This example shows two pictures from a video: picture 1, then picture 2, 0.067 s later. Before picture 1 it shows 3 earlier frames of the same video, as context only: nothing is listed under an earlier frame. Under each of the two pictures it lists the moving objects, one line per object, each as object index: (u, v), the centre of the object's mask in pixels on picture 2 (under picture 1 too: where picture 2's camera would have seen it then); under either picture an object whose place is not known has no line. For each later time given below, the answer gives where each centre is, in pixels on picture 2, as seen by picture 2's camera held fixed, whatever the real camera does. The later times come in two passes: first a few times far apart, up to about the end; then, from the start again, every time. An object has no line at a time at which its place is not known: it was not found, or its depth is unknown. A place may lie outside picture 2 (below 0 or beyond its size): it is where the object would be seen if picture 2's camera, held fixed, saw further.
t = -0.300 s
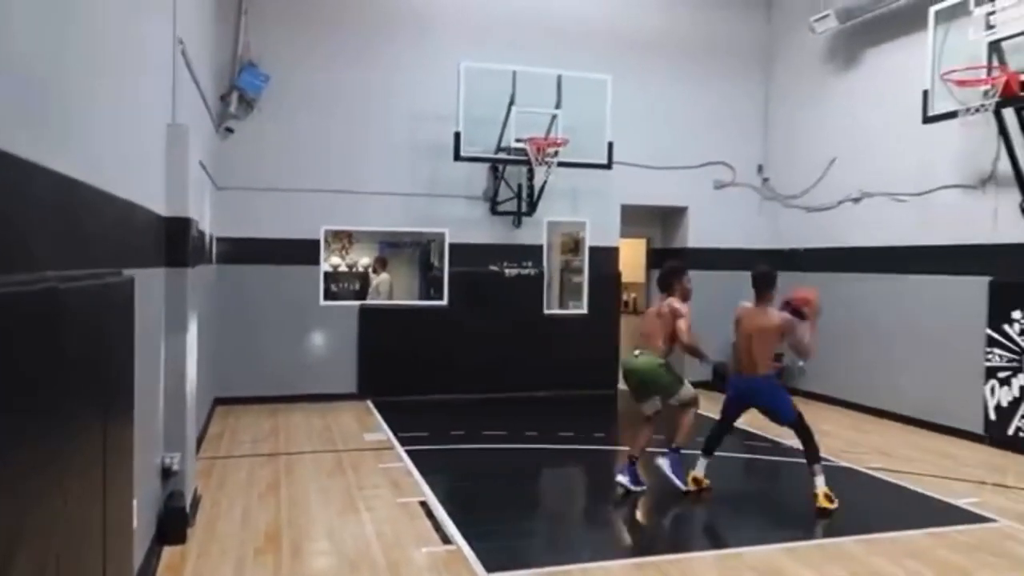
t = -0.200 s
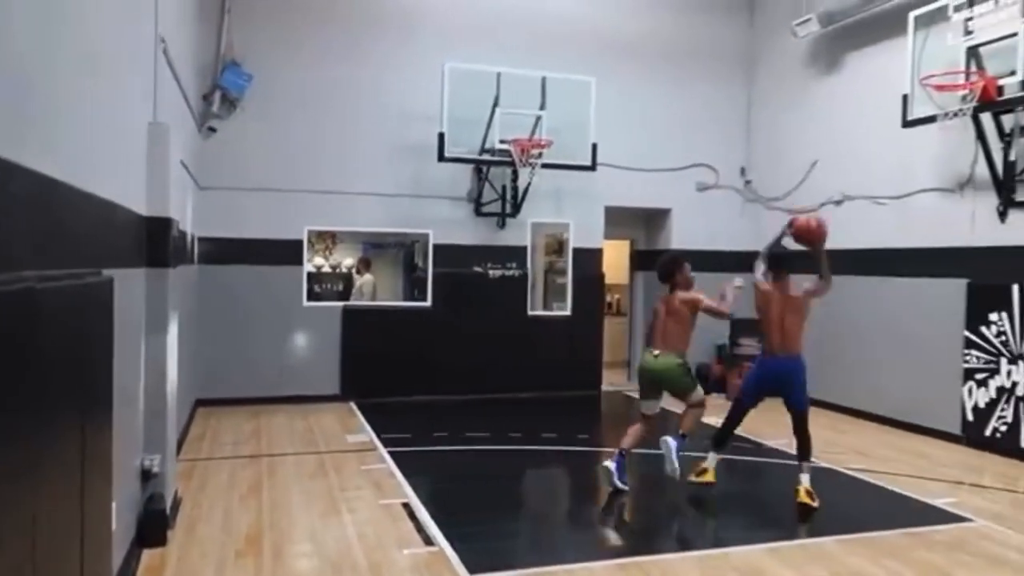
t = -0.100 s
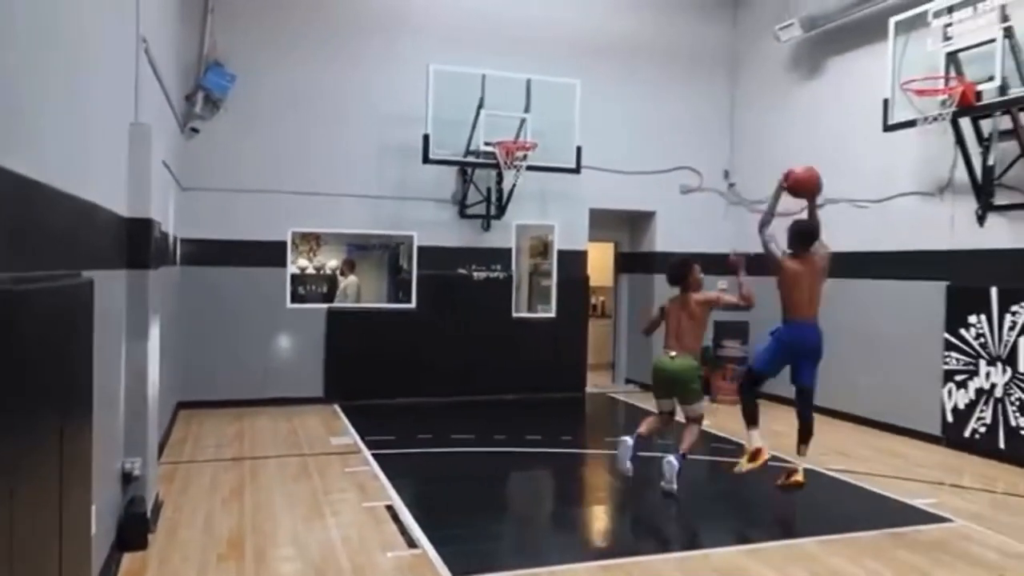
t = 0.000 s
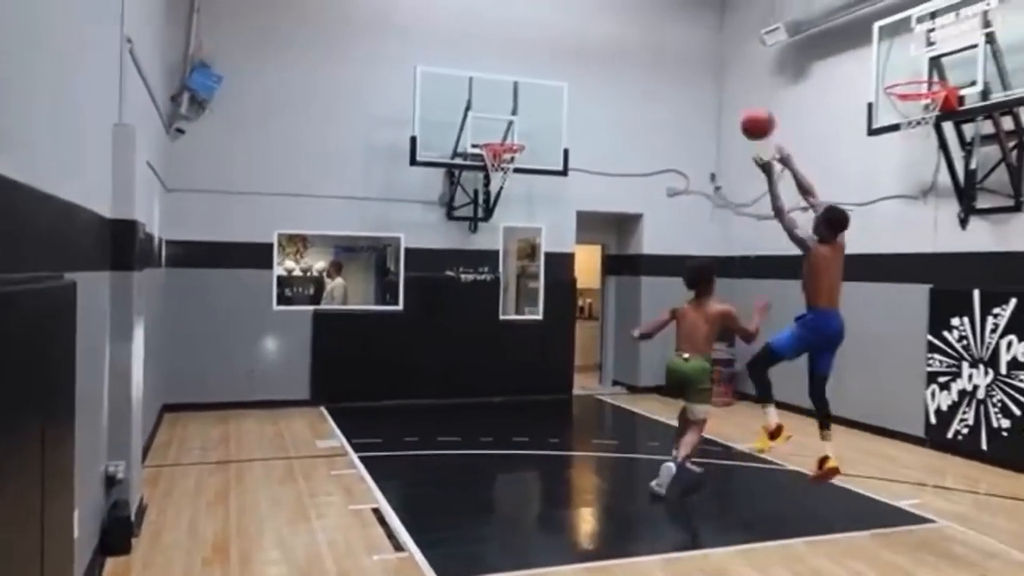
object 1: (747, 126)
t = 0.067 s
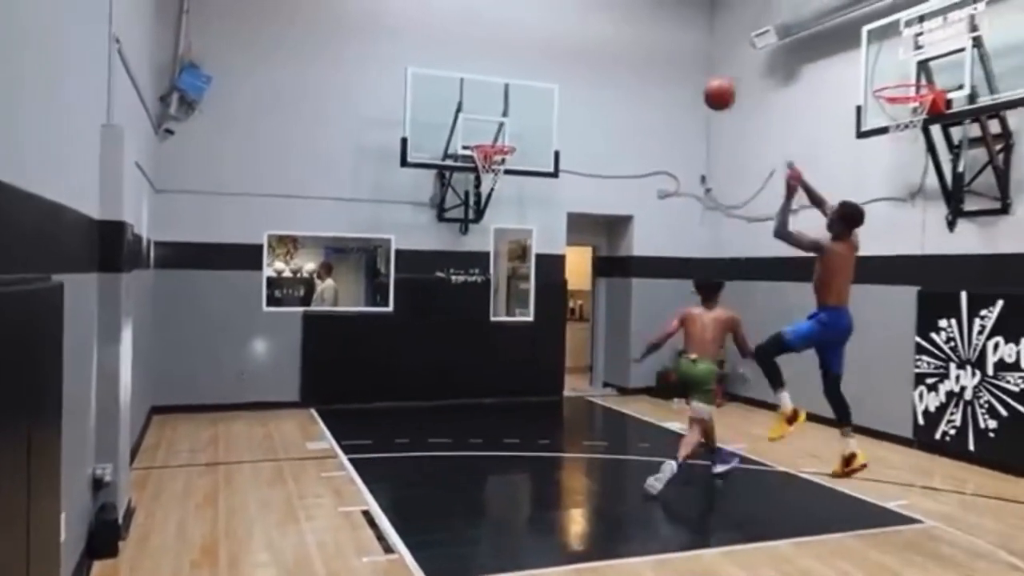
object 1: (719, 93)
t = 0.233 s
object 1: (658, 49)
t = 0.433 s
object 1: (598, 41)
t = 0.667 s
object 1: (540, 83)
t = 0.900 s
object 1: (488, 146)
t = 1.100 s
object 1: (503, 145)
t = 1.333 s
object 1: (482, 138)
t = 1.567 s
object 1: (475, 136)
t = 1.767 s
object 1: (477, 135)
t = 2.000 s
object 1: (488, 135)
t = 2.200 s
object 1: (504, 142)
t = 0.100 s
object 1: (706, 81)
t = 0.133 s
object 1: (694, 70)
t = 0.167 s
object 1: (681, 62)
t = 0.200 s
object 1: (670, 55)
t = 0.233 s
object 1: (658, 49)
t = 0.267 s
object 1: (647, 44)
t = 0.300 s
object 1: (637, 41)
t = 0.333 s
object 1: (627, 39)
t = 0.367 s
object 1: (617, 39)
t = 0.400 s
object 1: (607, 39)
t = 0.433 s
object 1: (598, 41)
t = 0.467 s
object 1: (589, 45)
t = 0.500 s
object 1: (581, 49)
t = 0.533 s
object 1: (572, 54)
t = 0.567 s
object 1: (563, 60)
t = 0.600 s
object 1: (555, 68)
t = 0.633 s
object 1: (548, 74)
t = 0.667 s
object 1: (540, 83)
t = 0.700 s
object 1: (533, 93)
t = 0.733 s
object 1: (526, 103)
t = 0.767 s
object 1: (519, 114)
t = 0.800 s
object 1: (512, 125)
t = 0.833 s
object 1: (507, 137)
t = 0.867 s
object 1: (498, 142)
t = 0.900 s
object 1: (488, 146)
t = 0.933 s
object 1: (485, 147)
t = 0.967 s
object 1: (487, 146)
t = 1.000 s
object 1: (494, 144)
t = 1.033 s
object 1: (500, 145)
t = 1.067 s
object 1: (503, 145)
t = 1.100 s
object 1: (503, 145)
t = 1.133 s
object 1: (502, 145)
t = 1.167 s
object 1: (498, 142)
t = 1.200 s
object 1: (494, 142)
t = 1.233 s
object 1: (490, 140)
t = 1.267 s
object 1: (487, 139)
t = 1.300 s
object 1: (484, 139)
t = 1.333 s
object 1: (482, 138)
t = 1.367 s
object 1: (480, 137)
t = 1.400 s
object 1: (479, 137)
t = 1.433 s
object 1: (477, 137)
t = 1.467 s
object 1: (476, 136)
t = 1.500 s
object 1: (476, 136)
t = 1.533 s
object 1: (475, 136)
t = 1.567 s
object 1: (475, 136)
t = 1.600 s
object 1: (475, 136)
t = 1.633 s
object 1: (474, 136)
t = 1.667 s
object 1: (475, 135)
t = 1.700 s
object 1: (475, 136)
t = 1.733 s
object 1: (476, 135)
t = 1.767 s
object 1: (477, 135)
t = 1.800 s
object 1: (477, 135)
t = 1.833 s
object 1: (479, 135)
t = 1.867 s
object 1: (480, 135)
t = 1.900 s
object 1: (482, 135)
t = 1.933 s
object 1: (484, 135)
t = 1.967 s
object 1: (485, 135)
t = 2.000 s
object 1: (488, 135)
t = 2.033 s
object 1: (492, 136)
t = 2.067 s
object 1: (494, 137)
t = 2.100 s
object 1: (497, 138)
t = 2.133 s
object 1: (501, 139)
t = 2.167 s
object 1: (503, 142)
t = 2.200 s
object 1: (504, 142)
